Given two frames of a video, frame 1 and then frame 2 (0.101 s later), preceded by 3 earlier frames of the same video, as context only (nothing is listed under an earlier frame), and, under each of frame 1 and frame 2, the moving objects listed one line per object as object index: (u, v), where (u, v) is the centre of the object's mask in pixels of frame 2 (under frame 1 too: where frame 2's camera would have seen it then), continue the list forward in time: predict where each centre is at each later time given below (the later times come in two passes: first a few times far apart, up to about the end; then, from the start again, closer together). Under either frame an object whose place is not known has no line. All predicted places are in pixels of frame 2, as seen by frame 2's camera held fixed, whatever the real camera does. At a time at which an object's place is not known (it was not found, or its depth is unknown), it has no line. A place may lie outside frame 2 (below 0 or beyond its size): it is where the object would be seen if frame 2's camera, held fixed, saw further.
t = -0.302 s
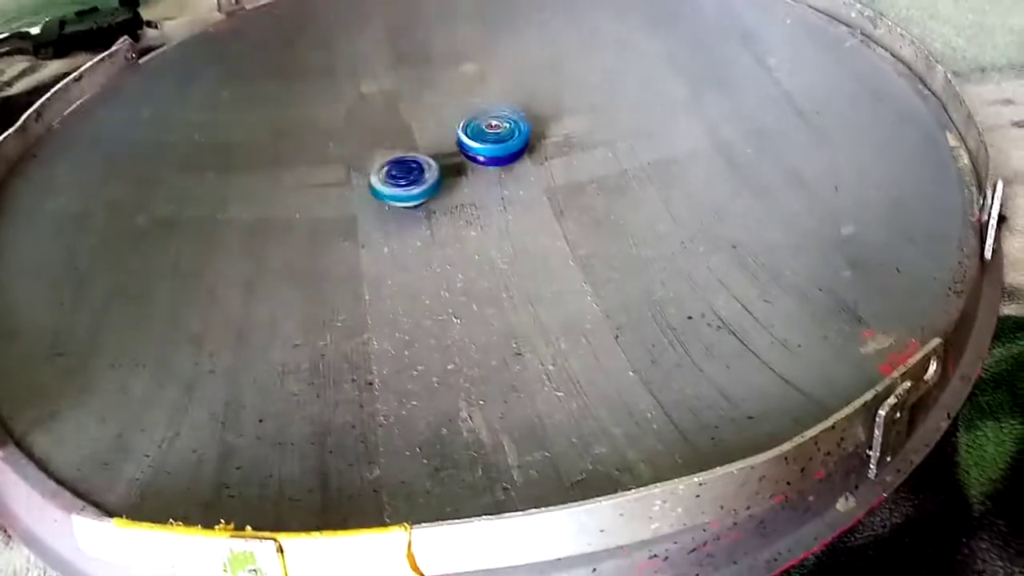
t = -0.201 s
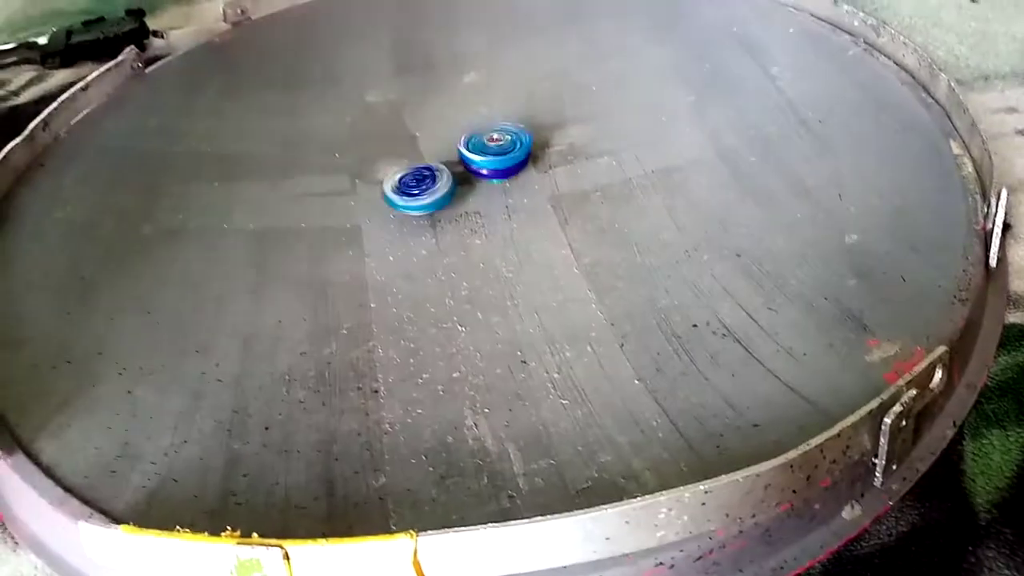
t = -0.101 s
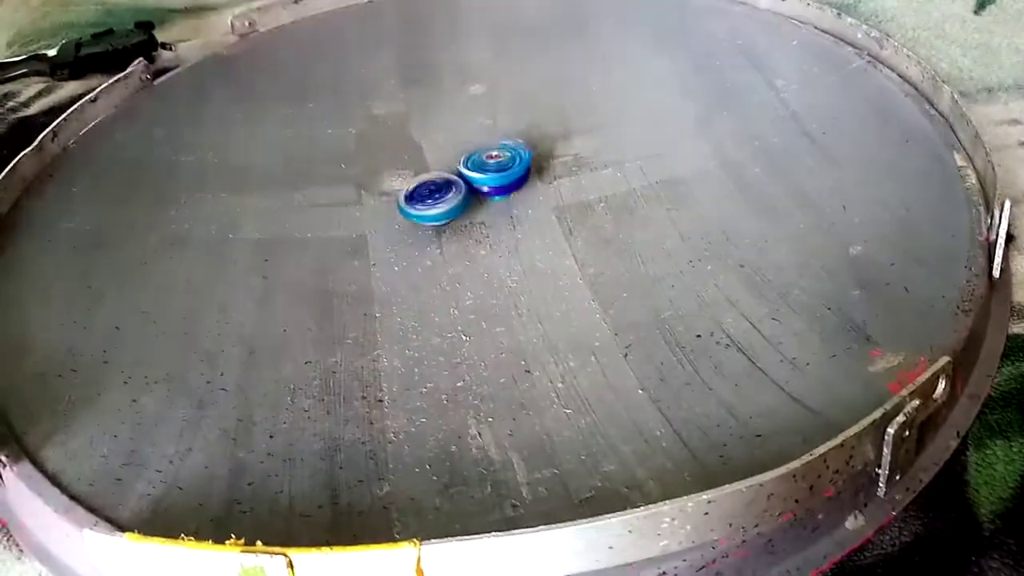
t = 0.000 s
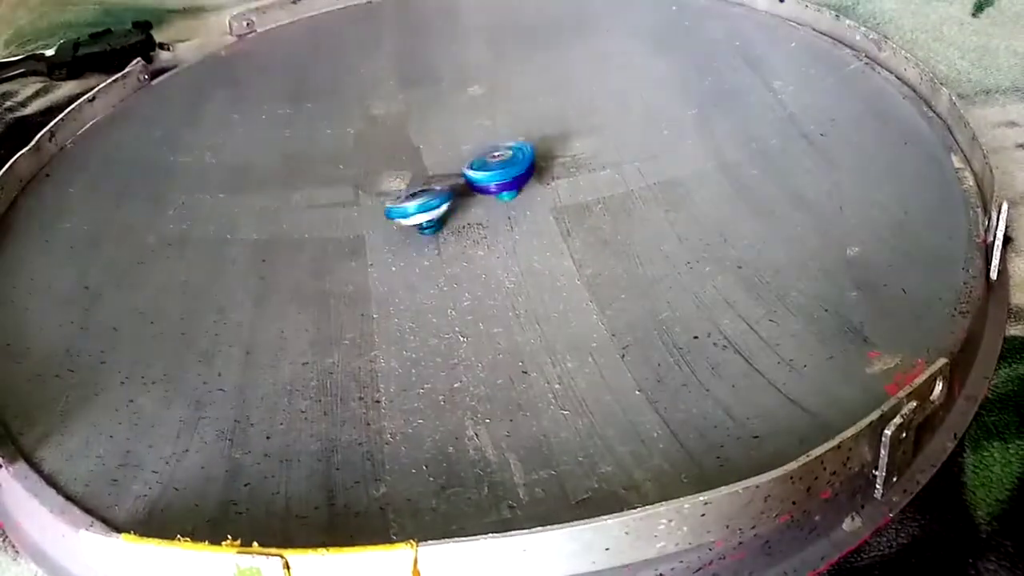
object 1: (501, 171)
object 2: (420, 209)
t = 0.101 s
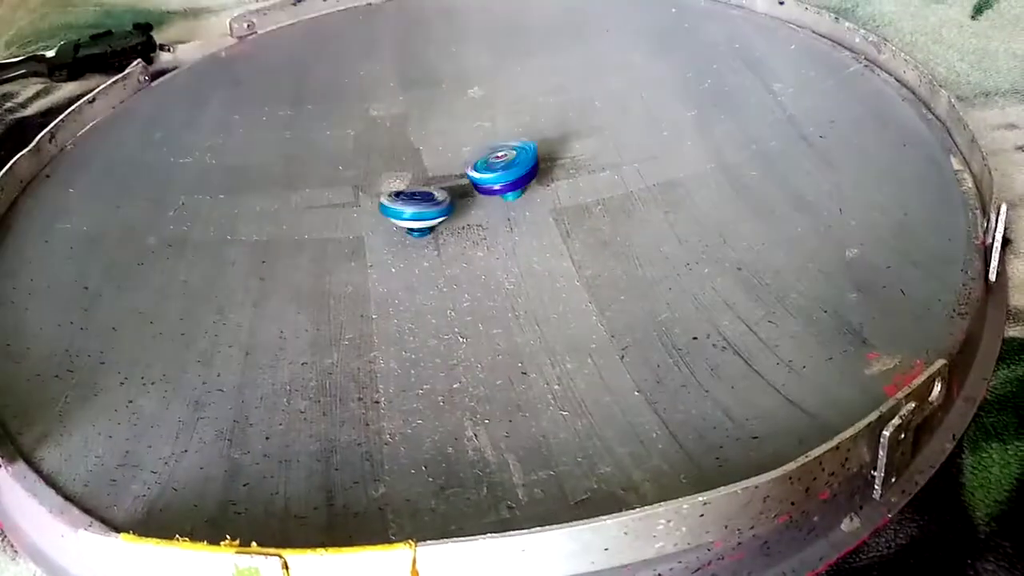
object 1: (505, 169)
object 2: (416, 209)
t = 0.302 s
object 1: (501, 164)
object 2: (410, 203)
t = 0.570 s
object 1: (482, 166)
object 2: (423, 203)
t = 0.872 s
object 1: (483, 168)
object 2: (415, 212)
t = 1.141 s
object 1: (475, 170)
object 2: (414, 205)
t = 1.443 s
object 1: (470, 169)
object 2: (404, 213)
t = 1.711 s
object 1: (469, 174)
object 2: (412, 209)
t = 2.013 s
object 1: (479, 165)
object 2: (399, 204)
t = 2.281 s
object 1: (471, 162)
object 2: (426, 203)
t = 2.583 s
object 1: (467, 170)
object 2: (431, 221)
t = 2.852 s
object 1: (462, 163)
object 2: (428, 212)
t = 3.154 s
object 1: (456, 157)
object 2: (449, 223)
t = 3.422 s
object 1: (449, 156)
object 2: (451, 214)
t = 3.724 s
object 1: (451, 156)
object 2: (451, 205)
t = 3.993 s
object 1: (452, 152)
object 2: (450, 206)
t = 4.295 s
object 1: (452, 152)
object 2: (446, 204)
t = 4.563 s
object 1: (452, 152)
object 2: (447, 199)
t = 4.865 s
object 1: (452, 152)
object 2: (447, 200)
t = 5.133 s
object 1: (452, 152)
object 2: (447, 200)
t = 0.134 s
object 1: (504, 169)
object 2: (414, 209)
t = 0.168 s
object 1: (504, 168)
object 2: (410, 207)
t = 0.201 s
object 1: (503, 168)
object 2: (409, 206)
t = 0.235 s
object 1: (500, 167)
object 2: (409, 205)
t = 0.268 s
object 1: (500, 165)
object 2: (409, 205)
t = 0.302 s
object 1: (501, 164)
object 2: (410, 203)
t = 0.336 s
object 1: (498, 164)
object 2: (411, 203)
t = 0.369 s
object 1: (494, 164)
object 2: (411, 201)
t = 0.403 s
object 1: (493, 163)
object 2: (414, 201)
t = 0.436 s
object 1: (492, 163)
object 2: (415, 201)
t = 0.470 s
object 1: (488, 164)
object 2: (417, 201)
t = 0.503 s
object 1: (484, 164)
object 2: (420, 202)
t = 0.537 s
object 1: (484, 165)
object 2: (421, 202)
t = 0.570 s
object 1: (482, 166)
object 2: (423, 203)
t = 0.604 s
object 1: (478, 167)
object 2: (424, 204)
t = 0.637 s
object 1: (478, 169)
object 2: (421, 206)
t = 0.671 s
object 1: (478, 169)
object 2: (420, 209)
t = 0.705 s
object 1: (480, 168)
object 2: (420, 210)
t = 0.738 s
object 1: (482, 169)
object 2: (417, 211)
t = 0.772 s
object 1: (480, 169)
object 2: (415, 213)
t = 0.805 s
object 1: (481, 167)
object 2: (414, 212)
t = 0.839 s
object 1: (484, 167)
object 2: (414, 213)
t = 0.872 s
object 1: (483, 168)
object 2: (415, 212)
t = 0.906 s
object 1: (480, 169)
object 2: (414, 207)
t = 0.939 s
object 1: (479, 169)
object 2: (414, 207)
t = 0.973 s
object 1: (481, 168)
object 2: (413, 206)
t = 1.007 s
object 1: (481, 169)
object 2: (415, 205)
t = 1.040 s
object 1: (477, 170)
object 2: (418, 206)
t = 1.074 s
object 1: (477, 170)
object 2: (418, 206)
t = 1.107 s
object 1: (476, 170)
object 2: (416, 206)
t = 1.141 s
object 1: (475, 170)
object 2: (414, 205)
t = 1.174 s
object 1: (474, 169)
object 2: (412, 207)
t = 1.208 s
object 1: (475, 170)
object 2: (414, 209)
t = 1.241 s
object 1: (474, 169)
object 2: (415, 208)
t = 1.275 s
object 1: (473, 169)
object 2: (415, 209)
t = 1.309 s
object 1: (474, 167)
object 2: (412, 209)
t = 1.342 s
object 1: (473, 168)
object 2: (408, 211)
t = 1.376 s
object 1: (471, 169)
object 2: (406, 211)
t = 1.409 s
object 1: (468, 169)
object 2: (403, 213)
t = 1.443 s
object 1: (470, 169)
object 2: (404, 213)
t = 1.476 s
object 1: (470, 169)
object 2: (406, 212)
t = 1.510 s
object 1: (468, 171)
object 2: (410, 213)
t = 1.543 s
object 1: (465, 172)
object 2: (412, 212)
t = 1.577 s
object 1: (464, 171)
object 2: (414, 214)
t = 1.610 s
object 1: (465, 172)
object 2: (414, 214)
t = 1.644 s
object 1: (466, 174)
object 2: (414, 210)
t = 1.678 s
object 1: (467, 174)
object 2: (412, 208)
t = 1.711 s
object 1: (469, 174)
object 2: (412, 209)
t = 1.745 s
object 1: (470, 173)
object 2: (411, 210)
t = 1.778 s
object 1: (472, 172)
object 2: (409, 211)
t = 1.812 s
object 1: (476, 170)
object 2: (407, 211)
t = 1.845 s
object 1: (478, 170)
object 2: (405, 208)
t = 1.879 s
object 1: (478, 169)
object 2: (402, 209)
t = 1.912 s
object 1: (478, 168)
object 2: (399, 208)
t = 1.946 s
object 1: (478, 165)
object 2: (398, 207)
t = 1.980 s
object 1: (478, 165)
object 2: (397, 205)
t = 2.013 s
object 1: (479, 165)
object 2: (399, 204)
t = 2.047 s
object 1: (478, 163)
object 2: (400, 204)
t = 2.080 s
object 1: (476, 162)
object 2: (403, 204)
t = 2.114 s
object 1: (475, 161)
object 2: (407, 204)
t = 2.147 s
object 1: (474, 161)
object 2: (411, 208)
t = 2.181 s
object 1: (472, 161)
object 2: (414, 208)
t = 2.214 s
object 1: (472, 161)
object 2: (417, 205)
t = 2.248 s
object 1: (472, 162)
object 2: (422, 203)
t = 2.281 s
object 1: (471, 162)
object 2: (426, 203)
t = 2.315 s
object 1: (469, 162)
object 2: (429, 207)
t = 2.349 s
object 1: (467, 161)
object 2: (429, 210)
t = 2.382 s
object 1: (466, 164)
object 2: (428, 213)
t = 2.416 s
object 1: (467, 164)
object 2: (432, 214)
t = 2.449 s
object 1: (466, 167)
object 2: (435, 216)
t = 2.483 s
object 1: (464, 168)
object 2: (435, 215)
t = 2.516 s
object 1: (463, 169)
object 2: (434, 217)
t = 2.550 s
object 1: (464, 169)
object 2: (433, 219)
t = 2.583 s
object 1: (467, 170)
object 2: (431, 221)
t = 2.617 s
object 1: (466, 170)
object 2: (430, 221)
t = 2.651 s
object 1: (466, 170)
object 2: (428, 220)
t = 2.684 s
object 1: (464, 170)
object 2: (428, 221)
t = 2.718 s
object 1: (460, 170)
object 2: (433, 217)
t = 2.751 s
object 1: (459, 168)
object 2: (434, 215)
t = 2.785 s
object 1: (458, 165)
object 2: (431, 212)
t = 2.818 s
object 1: (461, 165)
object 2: (431, 209)
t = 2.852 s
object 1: (462, 163)
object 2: (428, 212)
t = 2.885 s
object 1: (462, 164)
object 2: (426, 217)
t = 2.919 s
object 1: (462, 162)
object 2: (425, 219)
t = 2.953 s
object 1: (462, 160)
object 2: (426, 220)
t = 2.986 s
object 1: (459, 159)
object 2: (429, 225)
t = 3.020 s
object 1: (461, 159)
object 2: (431, 221)
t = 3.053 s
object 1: (460, 160)
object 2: (439, 222)
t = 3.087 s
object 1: (456, 158)
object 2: (444, 223)
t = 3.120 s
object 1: (456, 158)
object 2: (448, 222)
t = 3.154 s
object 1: (456, 157)
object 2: (449, 223)
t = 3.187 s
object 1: (457, 157)
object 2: (449, 223)
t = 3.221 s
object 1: (457, 156)
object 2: (450, 221)
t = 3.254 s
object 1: (455, 156)
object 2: (451, 218)
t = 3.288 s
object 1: (453, 157)
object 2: (453, 217)
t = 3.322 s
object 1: (452, 158)
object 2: (455, 218)
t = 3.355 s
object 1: (450, 157)
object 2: (453, 216)
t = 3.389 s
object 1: (450, 157)
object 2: (453, 214)
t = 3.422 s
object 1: (449, 156)
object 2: (451, 214)
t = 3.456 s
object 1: (448, 155)
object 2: (452, 212)
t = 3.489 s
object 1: (448, 153)
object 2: (450, 212)
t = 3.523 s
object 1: (448, 153)
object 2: (448, 211)
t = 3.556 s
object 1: (448, 152)
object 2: (445, 210)
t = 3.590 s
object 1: (448, 153)
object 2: (444, 208)
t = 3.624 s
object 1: (448, 155)
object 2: (445, 208)
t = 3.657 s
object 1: (449, 155)
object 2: (447, 205)
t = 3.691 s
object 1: (450, 156)
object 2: (448, 205)
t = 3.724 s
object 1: (451, 156)
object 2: (451, 205)
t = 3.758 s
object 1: (452, 153)
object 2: (451, 205)
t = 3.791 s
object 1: (453, 152)
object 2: (449, 205)
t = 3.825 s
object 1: (454, 152)
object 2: (448, 206)
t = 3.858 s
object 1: (455, 151)
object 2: (447, 207)
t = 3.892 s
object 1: (455, 151)
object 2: (448, 207)
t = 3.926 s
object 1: (454, 152)
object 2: (449, 206)
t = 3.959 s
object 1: (453, 152)
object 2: (449, 206)
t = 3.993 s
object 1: (452, 152)
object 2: (450, 206)
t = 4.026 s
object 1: (451, 152)
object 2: (450, 205)
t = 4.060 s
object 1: (451, 151)
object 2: (450, 205)
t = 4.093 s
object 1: (450, 151)
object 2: (450, 205)
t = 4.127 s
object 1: (450, 152)
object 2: (450, 205)
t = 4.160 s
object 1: (450, 151)
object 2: (449, 205)
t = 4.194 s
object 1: (450, 151)
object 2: (449, 205)
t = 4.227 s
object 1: (451, 152)
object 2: (447, 205)
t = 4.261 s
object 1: (451, 152)
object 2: (446, 204)
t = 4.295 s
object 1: (452, 152)
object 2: (446, 204)
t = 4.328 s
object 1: (452, 152)
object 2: (445, 203)
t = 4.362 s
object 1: (452, 152)
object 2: (445, 202)
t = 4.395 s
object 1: (453, 152)
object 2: (445, 201)
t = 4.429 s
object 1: (453, 152)
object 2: (445, 201)
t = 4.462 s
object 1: (453, 152)
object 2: (445, 200)
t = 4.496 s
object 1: (453, 152)
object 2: (446, 200)
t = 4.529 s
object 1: (452, 152)
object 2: (447, 200)
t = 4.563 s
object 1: (452, 152)
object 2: (447, 199)
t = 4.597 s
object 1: (452, 152)
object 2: (447, 199)
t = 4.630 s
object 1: (452, 152)
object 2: (447, 199)
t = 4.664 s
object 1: (452, 152)
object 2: (447, 199)
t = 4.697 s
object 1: (452, 151)
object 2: (447, 199)
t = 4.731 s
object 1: (452, 152)
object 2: (447, 199)
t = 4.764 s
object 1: (452, 152)
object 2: (447, 199)
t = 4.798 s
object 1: (452, 152)
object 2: (447, 199)
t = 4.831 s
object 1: (452, 152)
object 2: (447, 200)
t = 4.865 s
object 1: (452, 152)
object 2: (447, 200)
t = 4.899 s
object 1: (452, 152)
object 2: (447, 199)
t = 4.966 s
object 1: (452, 152)
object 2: (447, 200)
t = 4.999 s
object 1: (452, 152)
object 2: (447, 200)
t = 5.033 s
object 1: (452, 152)
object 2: (447, 200)
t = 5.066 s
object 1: (452, 152)
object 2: (447, 200)
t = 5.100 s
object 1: (452, 153)
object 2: (447, 199)
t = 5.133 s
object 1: (452, 152)
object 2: (447, 200)
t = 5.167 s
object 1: (452, 152)
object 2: (447, 199)
